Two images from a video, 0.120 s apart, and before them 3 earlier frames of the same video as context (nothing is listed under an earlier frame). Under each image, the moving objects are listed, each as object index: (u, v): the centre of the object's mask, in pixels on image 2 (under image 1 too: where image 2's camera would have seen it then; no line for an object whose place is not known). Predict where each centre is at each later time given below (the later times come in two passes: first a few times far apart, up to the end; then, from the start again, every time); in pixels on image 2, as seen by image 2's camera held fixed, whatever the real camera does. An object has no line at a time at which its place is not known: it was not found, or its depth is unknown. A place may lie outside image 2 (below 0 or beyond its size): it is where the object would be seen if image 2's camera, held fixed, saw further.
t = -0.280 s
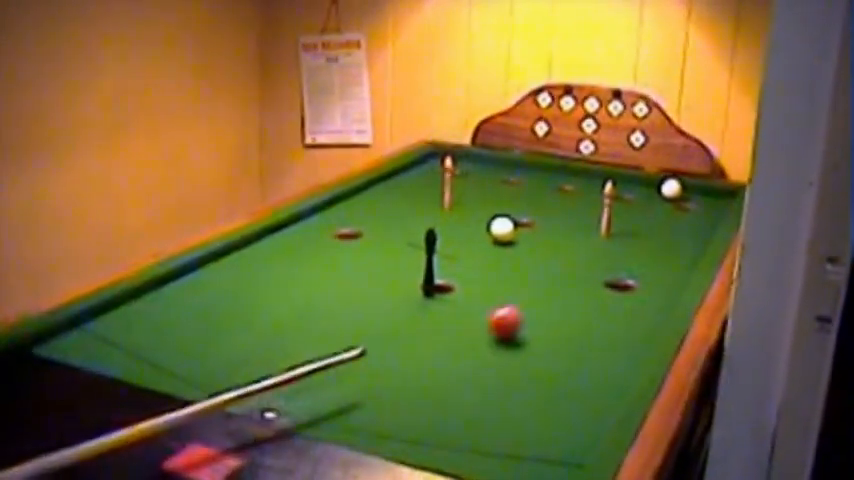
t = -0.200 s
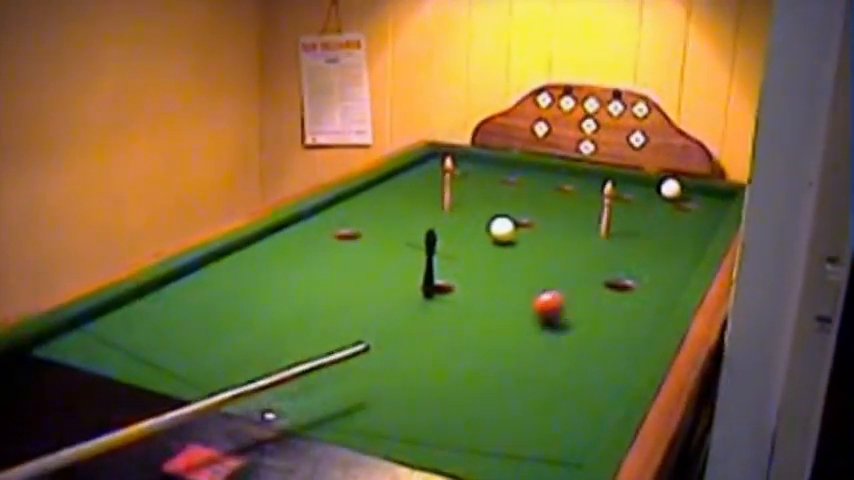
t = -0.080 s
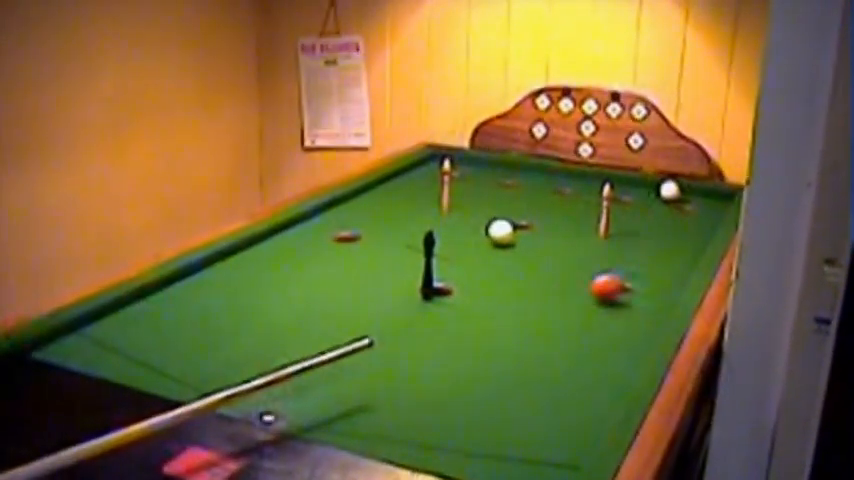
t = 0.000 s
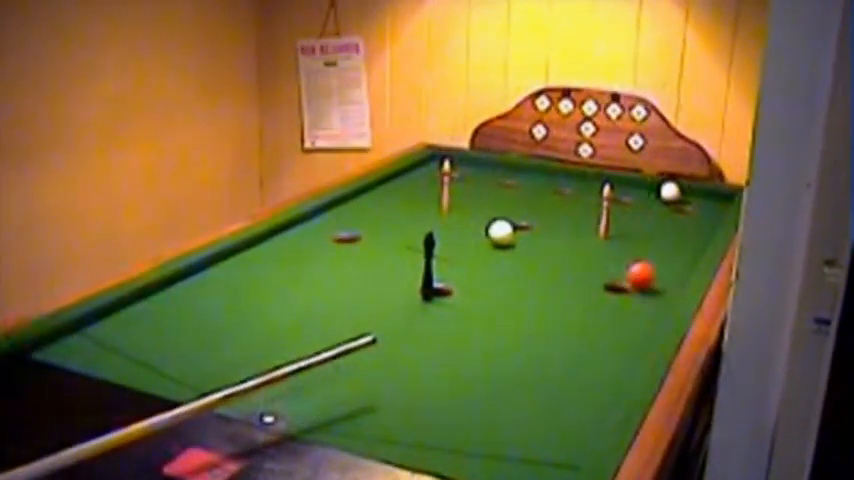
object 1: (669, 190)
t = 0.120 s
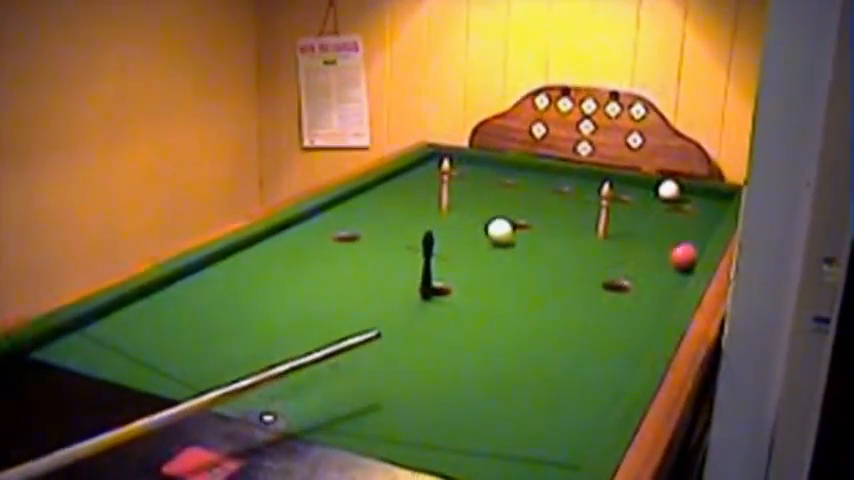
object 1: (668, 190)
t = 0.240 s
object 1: (668, 190)
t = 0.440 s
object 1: (668, 189)
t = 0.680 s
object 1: (655, 184)
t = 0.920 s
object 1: (631, 184)
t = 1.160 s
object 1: (616, 188)
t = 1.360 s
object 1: (629, 193)
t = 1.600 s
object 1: (647, 196)
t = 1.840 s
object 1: (662, 200)
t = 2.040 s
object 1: (675, 201)
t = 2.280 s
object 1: (687, 204)
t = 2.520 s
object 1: (698, 205)
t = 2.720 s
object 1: (703, 206)
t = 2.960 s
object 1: (708, 207)
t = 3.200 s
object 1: (710, 207)
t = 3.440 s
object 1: (710, 207)
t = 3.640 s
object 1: (710, 207)
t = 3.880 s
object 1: (710, 207)
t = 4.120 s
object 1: (710, 207)
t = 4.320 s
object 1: (709, 207)
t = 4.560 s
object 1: (710, 207)
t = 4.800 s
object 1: (711, 207)
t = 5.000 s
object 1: (710, 207)
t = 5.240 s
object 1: (710, 207)
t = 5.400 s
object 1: (710, 207)
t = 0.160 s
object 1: (668, 190)
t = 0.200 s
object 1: (668, 190)
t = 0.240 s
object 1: (668, 190)
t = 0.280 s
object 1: (668, 190)
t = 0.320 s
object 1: (668, 190)
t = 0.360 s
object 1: (668, 190)
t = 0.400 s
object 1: (668, 190)
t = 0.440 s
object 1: (668, 189)
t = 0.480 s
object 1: (668, 189)
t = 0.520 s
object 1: (667, 189)
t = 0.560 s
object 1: (667, 188)
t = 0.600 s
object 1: (664, 187)
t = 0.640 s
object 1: (659, 185)
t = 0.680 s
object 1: (655, 184)
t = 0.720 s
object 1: (651, 183)
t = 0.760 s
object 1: (646, 183)
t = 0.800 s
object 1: (643, 183)
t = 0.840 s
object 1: (638, 183)
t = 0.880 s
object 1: (635, 183)
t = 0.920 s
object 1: (631, 184)
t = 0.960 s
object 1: (627, 184)
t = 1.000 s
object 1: (623, 184)
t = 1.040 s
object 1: (620, 185)
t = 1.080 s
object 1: (617, 185)
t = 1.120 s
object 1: (616, 187)
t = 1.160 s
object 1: (616, 188)
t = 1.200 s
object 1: (617, 189)
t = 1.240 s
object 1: (619, 190)
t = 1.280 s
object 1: (622, 191)
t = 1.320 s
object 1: (626, 192)
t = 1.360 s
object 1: (629, 193)
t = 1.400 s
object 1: (632, 193)
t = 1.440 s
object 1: (635, 194)
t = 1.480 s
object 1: (638, 194)
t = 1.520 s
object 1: (641, 195)
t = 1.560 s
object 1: (644, 196)
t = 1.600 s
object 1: (647, 196)
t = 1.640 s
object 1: (650, 197)
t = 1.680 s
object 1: (653, 197)
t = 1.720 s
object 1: (656, 198)
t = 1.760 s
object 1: (658, 198)
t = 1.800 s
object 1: (660, 199)
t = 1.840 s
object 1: (662, 200)
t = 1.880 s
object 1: (665, 199)
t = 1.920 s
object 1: (668, 200)
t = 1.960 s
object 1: (670, 200)
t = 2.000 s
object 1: (672, 201)
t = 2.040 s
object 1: (675, 201)
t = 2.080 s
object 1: (678, 202)
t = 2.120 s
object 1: (680, 202)
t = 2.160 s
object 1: (682, 203)
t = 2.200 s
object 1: (684, 203)
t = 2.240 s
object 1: (686, 204)
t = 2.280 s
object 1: (687, 204)
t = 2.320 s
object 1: (689, 204)
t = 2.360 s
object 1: (690, 205)
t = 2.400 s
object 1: (692, 205)
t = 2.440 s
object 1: (695, 205)
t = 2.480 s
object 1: (696, 205)
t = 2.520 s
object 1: (698, 205)
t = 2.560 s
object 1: (699, 205)
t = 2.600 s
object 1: (701, 206)
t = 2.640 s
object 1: (702, 206)
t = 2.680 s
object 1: (702, 206)
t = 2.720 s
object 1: (703, 206)
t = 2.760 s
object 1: (705, 206)
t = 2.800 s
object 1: (705, 206)
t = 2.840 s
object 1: (707, 207)
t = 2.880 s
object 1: (707, 207)
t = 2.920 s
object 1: (708, 206)
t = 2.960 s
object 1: (708, 207)
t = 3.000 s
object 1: (709, 207)
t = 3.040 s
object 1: (709, 206)
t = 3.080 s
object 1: (710, 206)
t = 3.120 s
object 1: (710, 207)
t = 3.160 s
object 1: (710, 206)
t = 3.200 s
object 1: (710, 207)
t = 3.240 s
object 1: (710, 207)
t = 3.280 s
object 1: (711, 207)
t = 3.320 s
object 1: (710, 207)
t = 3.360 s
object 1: (710, 207)
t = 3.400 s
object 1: (710, 207)
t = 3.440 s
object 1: (710, 207)
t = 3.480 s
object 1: (710, 207)
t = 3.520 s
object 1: (710, 207)
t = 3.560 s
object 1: (710, 207)
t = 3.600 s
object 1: (710, 207)
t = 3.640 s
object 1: (710, 207)
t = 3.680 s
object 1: (710, 208)
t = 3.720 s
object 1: (710, 207)
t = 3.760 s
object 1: (710, 207)
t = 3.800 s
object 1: (710, 207)
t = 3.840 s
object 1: (710, 207)
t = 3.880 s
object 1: (710, 207)
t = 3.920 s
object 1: (710, 207)
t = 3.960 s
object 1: (709, 207)
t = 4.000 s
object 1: (710, 207)
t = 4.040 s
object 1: (710, 207)
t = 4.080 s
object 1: (710, 207)
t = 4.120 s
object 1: (710, 207)
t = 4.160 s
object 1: (710, 207)
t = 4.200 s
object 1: (710, 207)
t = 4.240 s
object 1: (709, 207)
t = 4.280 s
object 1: (709, 207)
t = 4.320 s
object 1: (709, 207)
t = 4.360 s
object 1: (710, 207)
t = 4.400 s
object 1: (710, 207)
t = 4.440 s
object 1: (710, 207)
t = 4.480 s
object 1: (710, 207)
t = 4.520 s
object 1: (710, 207)
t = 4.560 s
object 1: (710, 207)
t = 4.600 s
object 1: (711, 207)
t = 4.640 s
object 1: (711, 207)
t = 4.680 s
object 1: (711, 207)
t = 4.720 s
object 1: (711, 207)
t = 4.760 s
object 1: (711, 207)
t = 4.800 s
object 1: (711, 207)
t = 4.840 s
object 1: (711, 207)
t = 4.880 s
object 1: (711, 207)
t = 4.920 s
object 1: (710, 207)
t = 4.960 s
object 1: (710, 207)
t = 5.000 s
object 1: (710, 207)
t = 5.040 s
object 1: (711, 207)
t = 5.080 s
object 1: (711, 207)
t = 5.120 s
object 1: (710, 207)
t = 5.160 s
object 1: (711, 207)
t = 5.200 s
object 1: (710, 207)
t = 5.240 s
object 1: (710, 207)
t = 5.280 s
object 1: (711, 207)
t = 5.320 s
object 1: (711, 207)
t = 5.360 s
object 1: (711, 207)
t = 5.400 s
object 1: (710, 207)
